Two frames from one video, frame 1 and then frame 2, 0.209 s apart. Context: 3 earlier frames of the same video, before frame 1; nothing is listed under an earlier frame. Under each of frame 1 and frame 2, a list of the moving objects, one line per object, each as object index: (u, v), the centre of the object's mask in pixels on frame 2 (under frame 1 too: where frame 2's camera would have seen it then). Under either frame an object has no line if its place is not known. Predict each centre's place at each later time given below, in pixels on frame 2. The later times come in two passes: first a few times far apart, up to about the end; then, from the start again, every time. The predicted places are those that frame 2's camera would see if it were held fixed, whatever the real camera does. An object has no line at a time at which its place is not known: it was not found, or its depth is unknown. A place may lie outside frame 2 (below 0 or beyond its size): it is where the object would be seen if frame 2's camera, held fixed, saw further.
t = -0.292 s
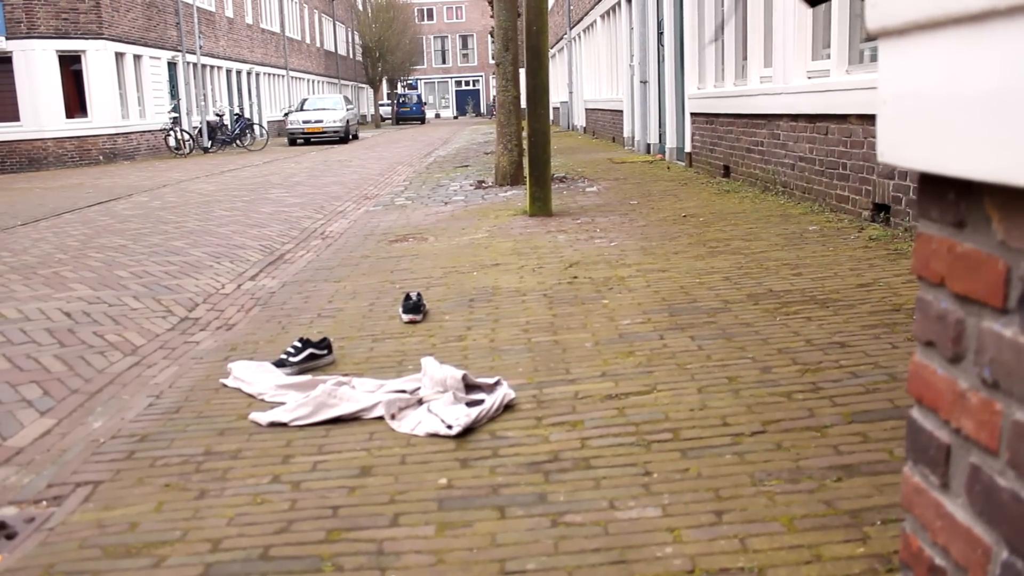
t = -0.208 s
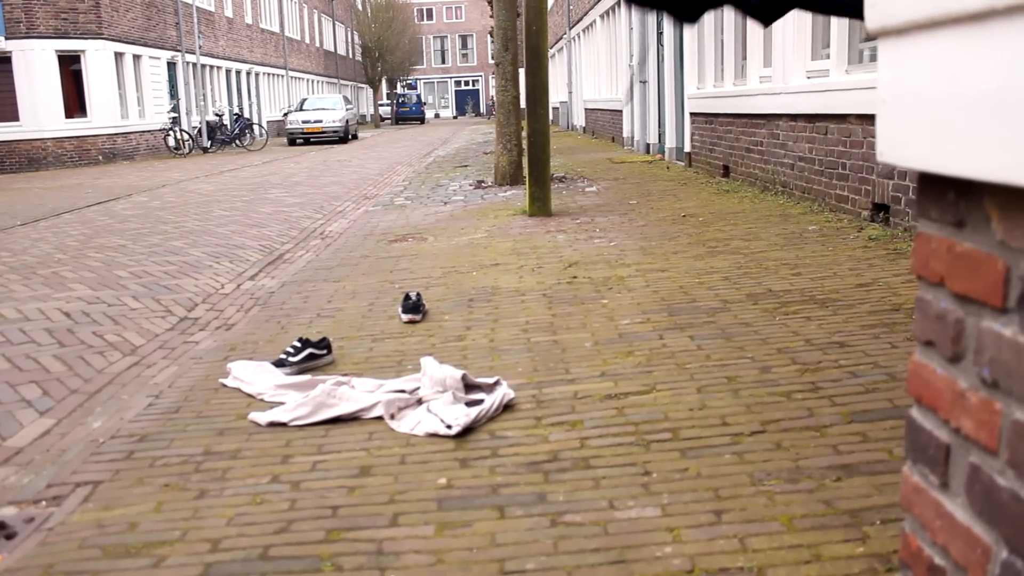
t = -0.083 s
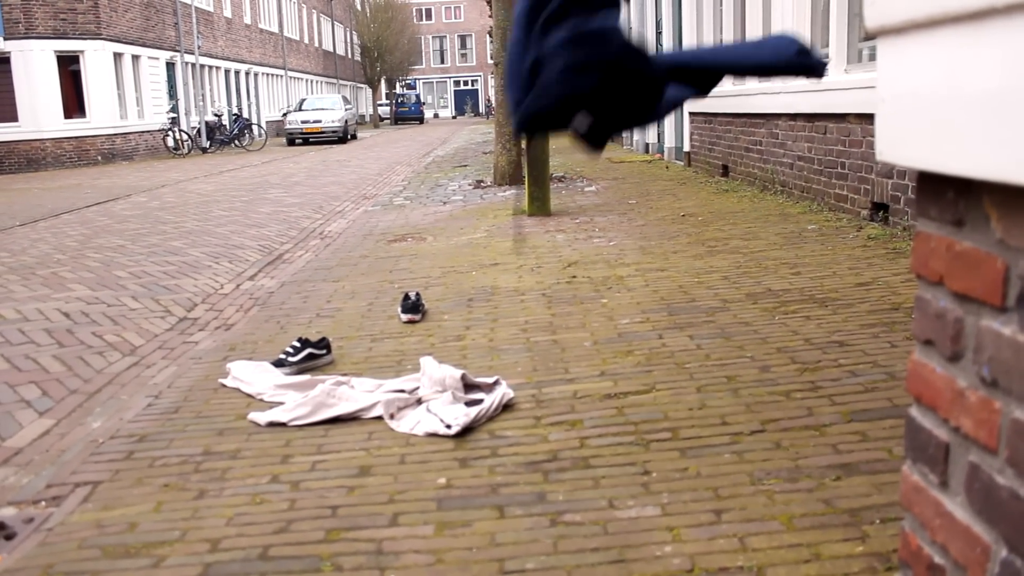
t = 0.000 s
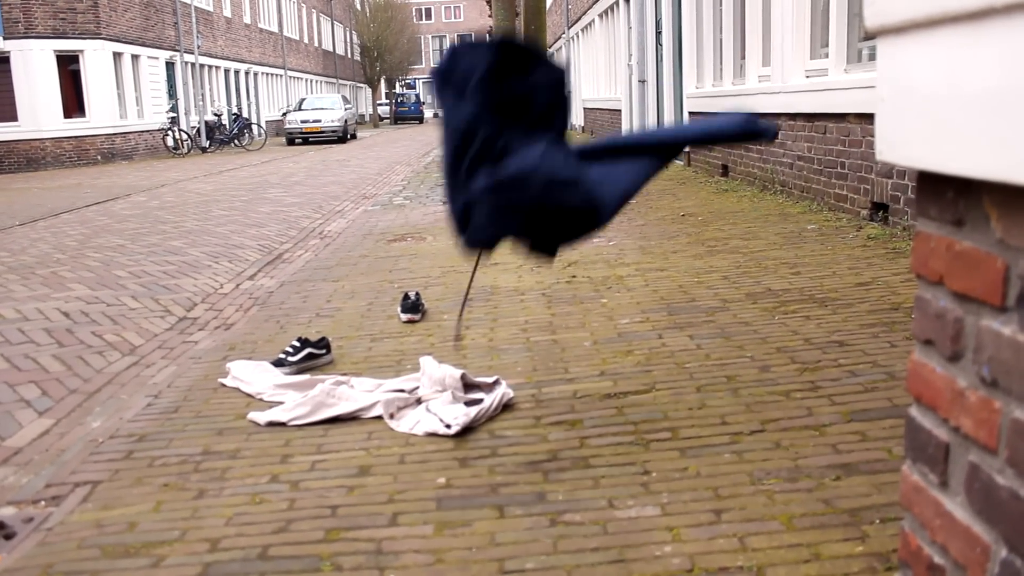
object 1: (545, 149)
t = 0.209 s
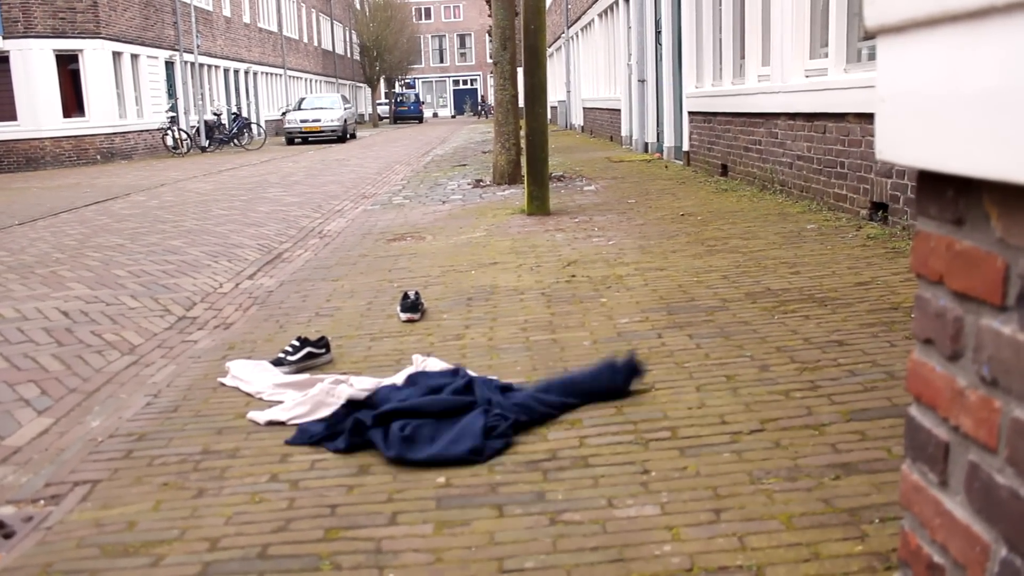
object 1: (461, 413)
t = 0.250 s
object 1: (447, 414)
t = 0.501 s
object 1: (440, 410)
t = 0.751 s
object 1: (440, 410)
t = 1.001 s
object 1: (440, 411)
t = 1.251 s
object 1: (440, 411)
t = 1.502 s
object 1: (440, 411)
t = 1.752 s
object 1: (440, 411)
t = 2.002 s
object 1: (441, 411)
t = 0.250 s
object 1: (447, 414)
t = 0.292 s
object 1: (443, 412)
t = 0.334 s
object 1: (439, 410)
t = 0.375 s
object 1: (438, 410)
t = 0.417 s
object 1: (438, 410)
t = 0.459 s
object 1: (439, 410)
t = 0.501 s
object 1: (440, 410)
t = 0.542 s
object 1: (440, 410)
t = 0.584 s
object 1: (440, 410)
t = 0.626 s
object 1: (440, 410)
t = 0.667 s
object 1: (440, 411)
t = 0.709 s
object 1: (440, 411)
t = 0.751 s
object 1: (440, 410)
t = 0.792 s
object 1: (440, 411)
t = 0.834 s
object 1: (440, 411)
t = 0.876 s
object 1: (440, 411)
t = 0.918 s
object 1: (440, 411)
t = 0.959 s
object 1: (440, 411)
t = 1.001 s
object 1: (440, 411)
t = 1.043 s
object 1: (440, 411)
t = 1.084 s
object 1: (440, 411)
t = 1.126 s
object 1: (440, 411)
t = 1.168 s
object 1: (440, 411)
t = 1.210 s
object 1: (441, 411)
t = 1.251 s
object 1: (440, 411)
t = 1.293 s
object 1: (440, 411)
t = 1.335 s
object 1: (440, 411)
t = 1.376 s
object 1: (440, 411)
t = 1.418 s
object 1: (440, 411)
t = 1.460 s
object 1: (440, 411)
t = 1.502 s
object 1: (440, 411)
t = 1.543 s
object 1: (440, 411)
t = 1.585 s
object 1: (441, 411)
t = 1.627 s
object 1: (440, 411)
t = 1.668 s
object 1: (441, 411)
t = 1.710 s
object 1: (440, 411)
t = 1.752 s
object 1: (440, 411)
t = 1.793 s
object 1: (441, 411)
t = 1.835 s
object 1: (441, 411)
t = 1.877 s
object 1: (441, 411)
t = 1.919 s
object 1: (441, 411)
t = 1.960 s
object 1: (441, 411)
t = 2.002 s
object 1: (441, 411)
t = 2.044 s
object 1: (441, 411)
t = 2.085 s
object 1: (442, 411)
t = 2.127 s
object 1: (442, 411)
